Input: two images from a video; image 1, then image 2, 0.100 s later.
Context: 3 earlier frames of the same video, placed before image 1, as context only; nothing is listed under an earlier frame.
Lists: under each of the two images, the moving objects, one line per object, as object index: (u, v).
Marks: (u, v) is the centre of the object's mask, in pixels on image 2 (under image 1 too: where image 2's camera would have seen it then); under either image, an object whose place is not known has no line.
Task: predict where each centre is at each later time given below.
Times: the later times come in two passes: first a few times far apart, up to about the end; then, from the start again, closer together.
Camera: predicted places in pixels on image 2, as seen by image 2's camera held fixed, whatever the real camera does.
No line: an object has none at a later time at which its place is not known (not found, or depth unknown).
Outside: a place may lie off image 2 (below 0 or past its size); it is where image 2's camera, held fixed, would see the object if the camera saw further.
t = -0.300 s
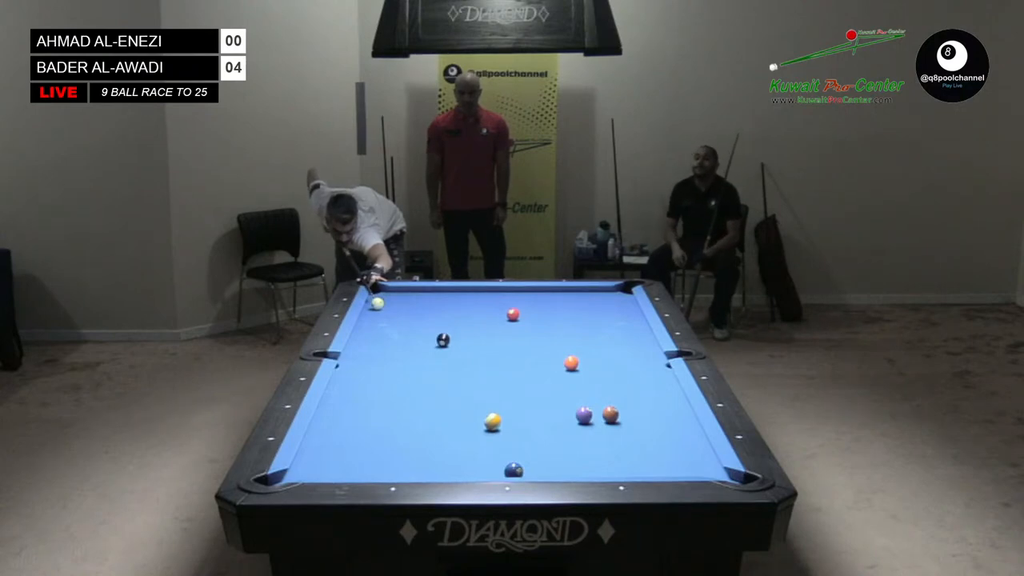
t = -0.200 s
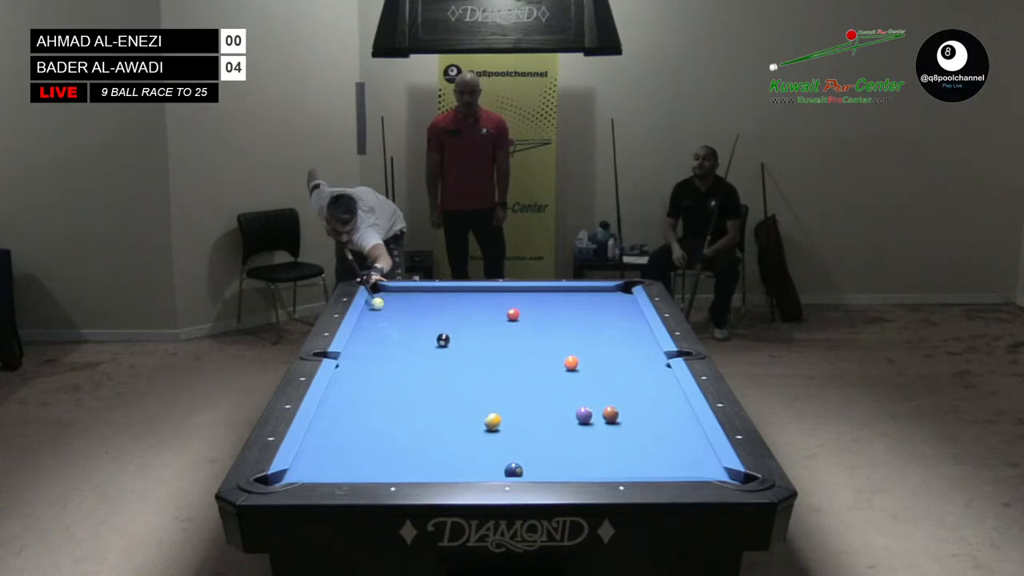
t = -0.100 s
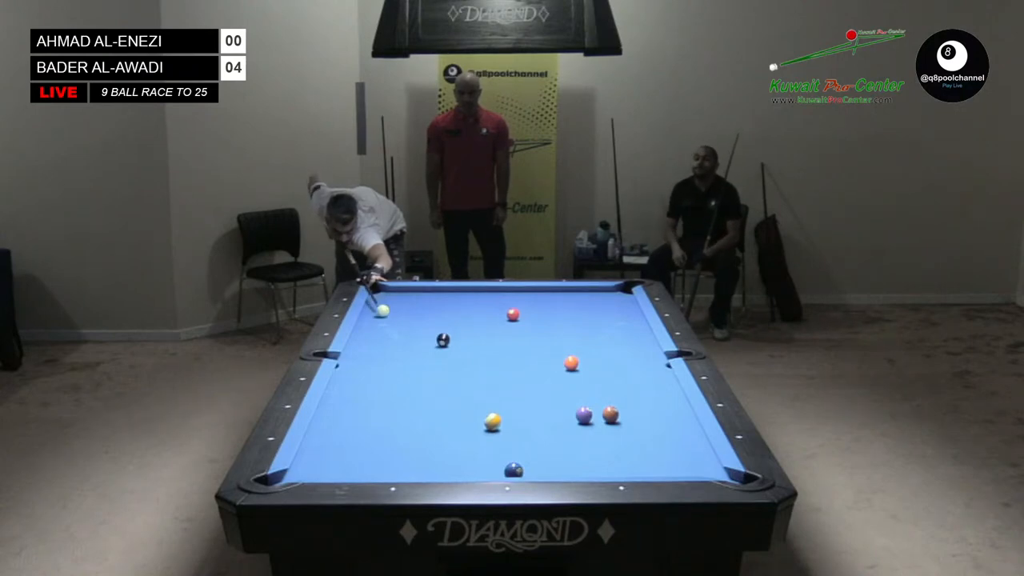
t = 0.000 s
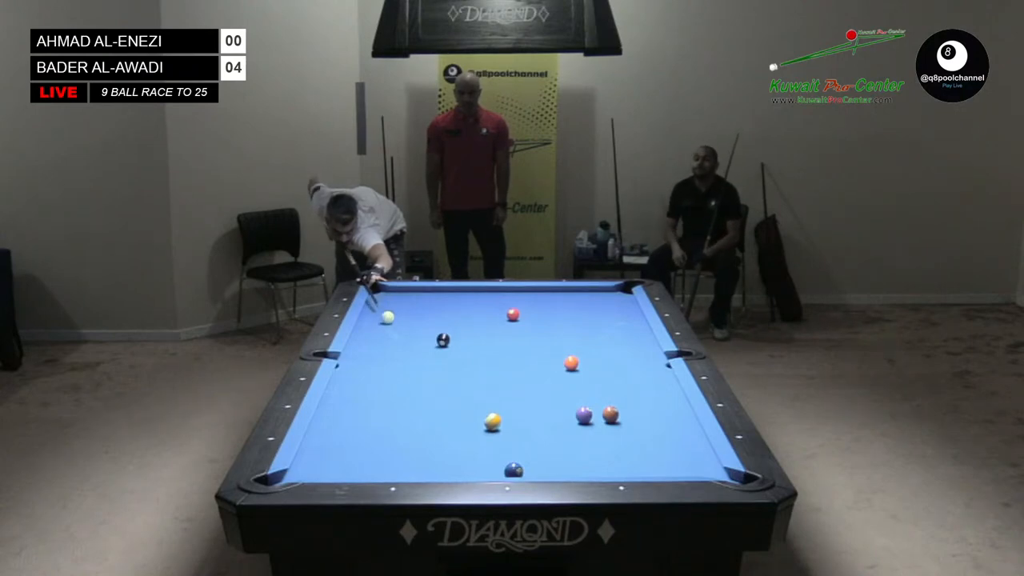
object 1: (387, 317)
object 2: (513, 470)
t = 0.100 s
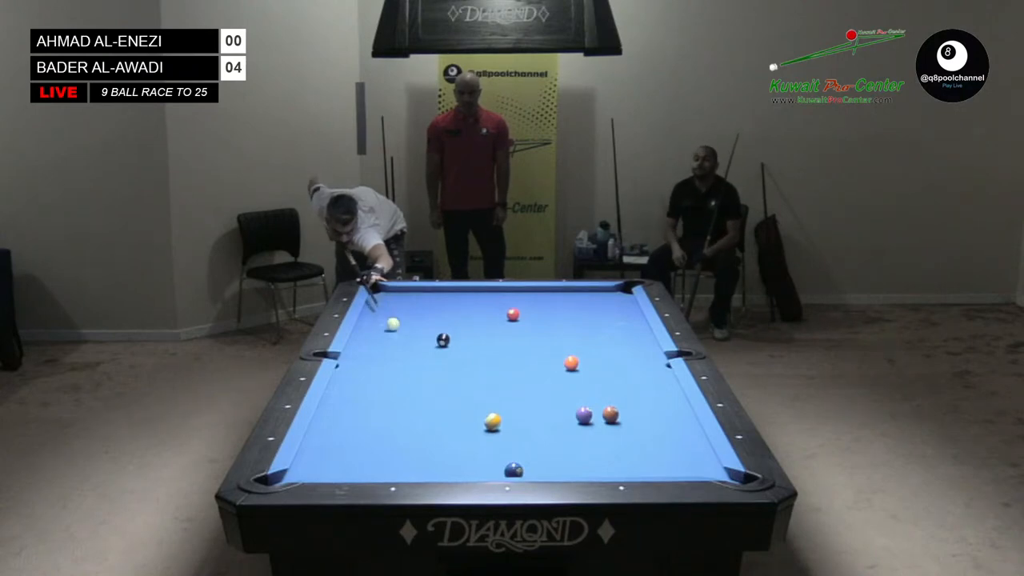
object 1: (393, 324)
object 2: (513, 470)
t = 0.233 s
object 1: (400, 334)
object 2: (513, 470)
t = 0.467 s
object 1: (411, 350)
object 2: (513, 470)
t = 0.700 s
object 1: (427, 372)
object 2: (513, 470)
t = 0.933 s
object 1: (442, 393)
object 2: (513, 470)
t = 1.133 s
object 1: (457, 413)
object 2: (513, 470)
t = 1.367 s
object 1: (477, 440)
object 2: (513, 470)
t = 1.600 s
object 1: (495, 468)
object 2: (518, 471)
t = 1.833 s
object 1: (474, 468)
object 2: (549, 470)
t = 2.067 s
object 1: (458, 459)
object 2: (569, 466)
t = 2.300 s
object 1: (441, 449)
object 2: (590, 460)
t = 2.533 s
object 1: (428, 440)
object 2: (607, 455)
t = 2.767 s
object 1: (414, 432)
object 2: (623, 450)
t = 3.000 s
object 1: (401, 424)
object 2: (639, 446)
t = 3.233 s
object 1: (391, 418)
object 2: (651, 442)
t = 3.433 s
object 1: (382, 413)
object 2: (661, 439)
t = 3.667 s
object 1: (372, 406)
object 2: (674, 435)
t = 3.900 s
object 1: (363, 400)
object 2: (684, 432)
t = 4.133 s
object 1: (356, 396)
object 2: (692, 430)
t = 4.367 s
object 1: (348, 391)
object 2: (689, 428)
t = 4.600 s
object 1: (342, 387)
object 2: (684, 427)
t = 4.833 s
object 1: (337, 384)
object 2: (681, 426)
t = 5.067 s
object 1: (339, 381)
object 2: (678, 426)
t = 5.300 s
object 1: (343, 379)
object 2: (677, 425)
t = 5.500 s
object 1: (346, 377)
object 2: (676, 425)
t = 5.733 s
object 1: (348, 376)
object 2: (676, 425)
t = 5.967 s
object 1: (349, 375)
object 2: (676, 426)
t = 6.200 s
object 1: (350, 374)
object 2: (676, 426)
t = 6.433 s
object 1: (351, 373)
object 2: (676, 426)
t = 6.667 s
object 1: (351, 373)
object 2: (676, 426)
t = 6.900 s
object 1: (351, 373)
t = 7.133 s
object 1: (352, 373)
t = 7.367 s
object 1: (351, 373)
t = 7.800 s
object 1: (351, 373)
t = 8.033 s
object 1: (352, 373)
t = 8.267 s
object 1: (352, 373)
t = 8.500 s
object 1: (352, 373)
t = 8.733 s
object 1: (352, 373)
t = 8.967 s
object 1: (352, 373)
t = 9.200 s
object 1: (352, 373)
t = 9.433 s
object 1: (352, 373)
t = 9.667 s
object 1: (352, 373)
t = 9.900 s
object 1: (352, 373)
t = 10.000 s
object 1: (352, 373)
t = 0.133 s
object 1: (394, 325)
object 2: (513, 470)
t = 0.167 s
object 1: (396, 328)
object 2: (513, 470)
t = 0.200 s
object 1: (398, 331)
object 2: (513, 470)
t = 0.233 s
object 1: (400, 334)
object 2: (513, 470)
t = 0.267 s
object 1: (402, 337)
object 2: (513, 470)
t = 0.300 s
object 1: (403, 339)
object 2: (513, 470)
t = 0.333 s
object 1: (404, 340)
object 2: (513, 470)
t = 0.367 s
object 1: (407, 343)
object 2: (513, 470)
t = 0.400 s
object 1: (409, 346)
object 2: (513, 470)
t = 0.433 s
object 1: (410, 348)
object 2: (513, 470)
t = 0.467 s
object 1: (411, 350)
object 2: (513, 470)
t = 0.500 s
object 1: (415, 354)
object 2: (513, 470)
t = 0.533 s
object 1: (416, 356)
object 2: (513, 470)
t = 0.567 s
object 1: (418, 360)
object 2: (513, 470)
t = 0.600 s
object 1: (421, 363)
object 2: (513, 470)
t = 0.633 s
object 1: (423, 366)
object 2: (513, 470)
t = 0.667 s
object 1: (426, 370)
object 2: (513, 470)
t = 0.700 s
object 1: (427, 372)
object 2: (513, 470)
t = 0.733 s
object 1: (428, 374)
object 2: (513, 470)
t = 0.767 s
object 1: (431, 377)
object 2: (513, 470)
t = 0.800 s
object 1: (434, 381)
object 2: (513, 470)
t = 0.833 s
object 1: (435, 383)
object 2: (513, 470)
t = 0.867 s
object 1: (438, 387)
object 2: (513, 470)
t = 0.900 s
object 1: (441, 390)
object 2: (513, 470)
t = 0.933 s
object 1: (442, 393)
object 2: (513, 470)
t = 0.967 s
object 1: (445, 397)
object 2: (513, 470)
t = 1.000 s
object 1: (448, 401)
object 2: (513, 470)
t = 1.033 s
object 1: (451, 405)
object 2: (513, 470)
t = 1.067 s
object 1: (454, 409)
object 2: (513, 470)
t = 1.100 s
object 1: (456, 411)
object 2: (513, 470)
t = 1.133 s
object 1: (457, 413)
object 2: (513, 470)
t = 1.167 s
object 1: (460, 418)
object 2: (513, 470)
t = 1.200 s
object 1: (463, 422)
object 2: (513, 470)
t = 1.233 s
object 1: (465, 424)
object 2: (513, 470)
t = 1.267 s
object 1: (469, 428)
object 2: (513, 470)
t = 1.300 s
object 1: (472, 433)
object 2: (513, 470)
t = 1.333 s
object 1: (474, 436)
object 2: (513, 470)
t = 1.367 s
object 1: (477, 440)
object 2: (513, 470)
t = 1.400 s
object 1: (481, 446)
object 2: (513, 470)
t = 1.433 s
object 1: (484, 451)
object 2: (513, 470)
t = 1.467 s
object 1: (488, 456)
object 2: (513, 470)
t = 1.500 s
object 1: (490, 458)
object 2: (513, 470)
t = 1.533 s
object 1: (492, 461)
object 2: (513, 470)
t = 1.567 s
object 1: (496, 466)
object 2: (514, 470)
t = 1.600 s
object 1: (495, 468)
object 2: (518, 471)
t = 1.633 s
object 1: (493, 469)
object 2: (522, 471)
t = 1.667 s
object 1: (489, 471)
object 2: (530, 472)
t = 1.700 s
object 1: (486, 473)
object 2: (535, 472)
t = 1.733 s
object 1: (484, 472)
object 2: (538, 471)
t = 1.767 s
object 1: (480, 471)
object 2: (541, 471)
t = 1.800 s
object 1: (477, 470)
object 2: (545, 470)
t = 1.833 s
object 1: (474, 468)
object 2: (549, 470)
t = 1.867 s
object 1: (471, 467)
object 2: (553, 469)
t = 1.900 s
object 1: (469, 467)
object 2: (555, 469)
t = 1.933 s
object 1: (468, 466)
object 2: (557, 469)
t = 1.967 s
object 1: (465, 464)
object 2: (560, 468)
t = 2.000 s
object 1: (462, 462)
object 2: (564, 467)
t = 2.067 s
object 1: (458, 459)
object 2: (569, 466)
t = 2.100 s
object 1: (455, 457)
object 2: (573, 466)
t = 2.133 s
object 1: (454, 456)
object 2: (575, 465)
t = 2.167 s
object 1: (451, 455)
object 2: (578, 464)
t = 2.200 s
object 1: (448, 453)
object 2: (581, 462)
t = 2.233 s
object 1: (446, 451)
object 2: (585, 462)
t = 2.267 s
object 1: (443, 450)
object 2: (588, 461)
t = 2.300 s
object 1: (441, 449)
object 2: (590, 460)
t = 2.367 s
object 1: (438, 446)
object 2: (594, 459)
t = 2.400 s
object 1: (435, 445)
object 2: (598, 458)
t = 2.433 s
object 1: (434, 444)
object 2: (599, 457)
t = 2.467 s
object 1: (431, 442)
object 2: (602, 456)
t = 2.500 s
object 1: (429, 441)
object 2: (605, 456)
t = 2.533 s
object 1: (428, 440)
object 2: (607, 455)
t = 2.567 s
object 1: (426, 439)
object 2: (609, 454)
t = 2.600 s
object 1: (423, 437)
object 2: (612, 453)
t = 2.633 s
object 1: (421, 436)
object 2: (615, 453)
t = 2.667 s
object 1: (418, 435)
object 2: (618, 452)
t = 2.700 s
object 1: (417, 434)
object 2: (619, 452)
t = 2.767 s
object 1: (414, 432)
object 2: (623, 450)
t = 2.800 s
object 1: (412, 430)
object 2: (626, 450)
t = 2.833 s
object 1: (411, 430)
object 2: (628, 449)
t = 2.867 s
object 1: (409, 428)
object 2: (630, 449)
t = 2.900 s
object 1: (406, 427)
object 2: (633, 448)
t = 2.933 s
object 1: (406, 426)
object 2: (634, 447)
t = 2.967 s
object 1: (404, 425)
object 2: (636, 446)
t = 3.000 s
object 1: (401, 424)
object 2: (639, 446)
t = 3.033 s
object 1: (400, 423)
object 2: (640, 445)
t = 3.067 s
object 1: (397, 421)
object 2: (644, 444)
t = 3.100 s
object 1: (396, 421)
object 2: (645, 444)
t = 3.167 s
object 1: (393, 419)
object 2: (648, 443)
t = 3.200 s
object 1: (392, 419)
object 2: (649, 443)
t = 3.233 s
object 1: (391, 418)
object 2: (651, 442)
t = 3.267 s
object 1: (390, 418)
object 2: (652, 442)
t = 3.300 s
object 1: (389, 416)
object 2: (654, 441)
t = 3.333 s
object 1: (387, 415)
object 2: (656, 441)
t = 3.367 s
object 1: (386, 415)
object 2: (657, 440)
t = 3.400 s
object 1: (384, 413)
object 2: (659, 440)
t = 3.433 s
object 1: (382, 413)
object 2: (661, 439)
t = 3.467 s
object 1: (382, 412)
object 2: (662, 439)
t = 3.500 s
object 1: (380, 411)
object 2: (664, 438)
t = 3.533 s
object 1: (378, 410)
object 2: (666, 438)
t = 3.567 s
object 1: (377, 409)
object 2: (668, 437)
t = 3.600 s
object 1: (375, 408)
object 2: (670, 437)
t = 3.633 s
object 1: (374, 407)
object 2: (671, 436)
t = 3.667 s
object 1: (372, 406)
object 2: (674, 435)
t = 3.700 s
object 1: (370, 405)
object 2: (676, 435)
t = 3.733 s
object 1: (369, 405)
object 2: (677, 434)
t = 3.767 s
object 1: (368, 403)
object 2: (678, 434)
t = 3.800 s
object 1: (367, 403)
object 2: (680, 433)
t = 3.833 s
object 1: (366, 402)
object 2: (681, 433)
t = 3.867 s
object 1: (363, 401)
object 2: (683, 433)
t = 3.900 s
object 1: (363, 400)
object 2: (684, 432)
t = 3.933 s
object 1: (362, 400)
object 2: (685, 432)
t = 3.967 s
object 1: (361, 399)
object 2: (687, 432)
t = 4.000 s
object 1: (359, 398)
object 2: (688, 431)
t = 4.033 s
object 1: (359, 398)
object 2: (689, 431)
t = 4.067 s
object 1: (358, 397)
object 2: (690, 430)
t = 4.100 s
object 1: (356, 396)
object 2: (691, 430)
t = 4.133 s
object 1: (356, 396)
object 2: (692, 430)
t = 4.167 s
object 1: (354, 395)
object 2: (694, 429)
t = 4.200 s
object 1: (353, 394)
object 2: (693, 429)
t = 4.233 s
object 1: (352, 394)
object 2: (692, 429)
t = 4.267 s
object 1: (351, 393)
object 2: (691, 429)
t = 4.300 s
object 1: (350, 392)
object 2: (691, 429)
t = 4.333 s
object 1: (350, 392)
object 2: (690, 428)
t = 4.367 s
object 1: (348, 391)
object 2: (689, 428)
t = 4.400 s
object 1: (347, 391)
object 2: (688, 428)
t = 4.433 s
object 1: (347, 390)
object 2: (688, 428)
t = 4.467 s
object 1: (346, 390)
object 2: (687, 428)
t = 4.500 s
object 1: (345, 389)
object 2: (686, 427)
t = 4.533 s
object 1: (344, 389)
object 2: (686, 427)
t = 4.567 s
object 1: (343, 388)
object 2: (685, 427)
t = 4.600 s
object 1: (342, 387)
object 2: (684, 427)
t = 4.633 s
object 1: (341, 387)
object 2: (684, 427)
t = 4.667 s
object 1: (340, 386)
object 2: (683, 427)
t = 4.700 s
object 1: (340, 385)
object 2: (683, 427)
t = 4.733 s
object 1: (339, 385)
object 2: (682, 427)
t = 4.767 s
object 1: (338, 385)
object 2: (682, 427)
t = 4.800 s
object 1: (337, 384)
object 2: (681, 426)
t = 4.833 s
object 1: (337, 384)
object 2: (681, 426)
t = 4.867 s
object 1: (336, 383)
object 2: (681, 426)
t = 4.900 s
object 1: (336, 383)
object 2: (680, 426)
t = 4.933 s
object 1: (336, 382)
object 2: (680, 426)
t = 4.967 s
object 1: (337, 382)
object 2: (679, 426)
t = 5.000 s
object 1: (338, 382)
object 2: (679, 426)
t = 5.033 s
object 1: (338, 381)
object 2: (678, 426)
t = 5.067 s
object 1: (339, 381)
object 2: (678, 426)
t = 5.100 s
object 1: (340, 381)
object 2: (678, 426)
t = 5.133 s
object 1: (340, 380)
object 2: (678, 426)
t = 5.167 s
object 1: (341, 380)
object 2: (677, 426)
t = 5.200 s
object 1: (341, 380)
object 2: (677, 426)
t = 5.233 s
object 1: (342, 379)
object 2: (677, 426)
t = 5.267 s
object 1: (342, 379)
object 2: (677, 426)
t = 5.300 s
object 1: (343, 379)
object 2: (677, 425)
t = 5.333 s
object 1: (343, 379)
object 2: (676, 426)
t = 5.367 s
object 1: (344, 378)
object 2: (676, 426)
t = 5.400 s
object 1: (344, 378)
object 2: (676, 425)
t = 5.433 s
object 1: (344, 378)
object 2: (676, 425)
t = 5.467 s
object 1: (345, 378)
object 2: (676, 425)
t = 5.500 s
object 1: (346, 377)
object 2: (676, 425)
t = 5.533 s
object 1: (346, 377)
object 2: (676, 425)
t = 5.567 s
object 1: (346, 377)
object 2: (676, 425)
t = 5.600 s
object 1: (347, 377)
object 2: (676, 425)
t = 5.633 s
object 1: (347, 376)
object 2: (676, 425)
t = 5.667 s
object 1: (347, 376)
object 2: (676, 425)
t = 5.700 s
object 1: (347, 376)
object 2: (676, 426)
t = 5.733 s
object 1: (348, 376)
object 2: (676, 425)
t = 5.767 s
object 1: (348, 376)
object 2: (676, 426)
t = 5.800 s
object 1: (348, 375)
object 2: (676, 425)
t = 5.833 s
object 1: (348, 375)
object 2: (676, 425)
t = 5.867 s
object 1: (349, 375)
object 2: (676, 426)
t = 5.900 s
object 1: (349, 375)
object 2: (676, 426)
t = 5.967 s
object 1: (349, 375)
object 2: (676, 426)
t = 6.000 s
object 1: (350, 374)
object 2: (676, 426)
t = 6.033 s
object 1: (350, 374)
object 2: (676, 426)
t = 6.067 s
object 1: (350, 374)
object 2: (676, 426)
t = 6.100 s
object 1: (350, 374)
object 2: (676, 426)
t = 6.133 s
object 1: (350, 374)
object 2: (676, 426)
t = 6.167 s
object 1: (350, 374)
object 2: (676, 426)
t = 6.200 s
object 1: (350, 374)
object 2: (676, 426)
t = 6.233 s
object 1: (351, 374)
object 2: (676, 426)
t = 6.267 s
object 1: (351, 374)
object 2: (676, 426)
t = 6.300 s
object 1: (351, 373)
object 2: (676, 425)
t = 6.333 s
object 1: (351, 373)
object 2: (676, 426)
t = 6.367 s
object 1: (351, 373)
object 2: (676, 426)
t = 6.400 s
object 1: (351, 373)
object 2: (676, 426)
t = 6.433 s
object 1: (351, 373)
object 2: (676, 426)
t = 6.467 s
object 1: (351, 373)
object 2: (676, 426)
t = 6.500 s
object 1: (351, 373)
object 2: (676, 426)
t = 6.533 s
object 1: (351, 373)
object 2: (676, 426)
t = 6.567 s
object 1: (351, 373)
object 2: (676, 426)
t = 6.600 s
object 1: (351, 373)
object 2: (676, 426)
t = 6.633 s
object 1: (351, 373)
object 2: (676, 426)
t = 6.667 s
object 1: (351, 373)
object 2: (676, 426)
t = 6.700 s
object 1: (351, 373)
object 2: (676, 426)
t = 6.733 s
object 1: (351, 373)
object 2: (676, 426)
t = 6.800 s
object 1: (351, 373)
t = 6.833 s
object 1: (351, 373)
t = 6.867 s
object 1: (351, 373)
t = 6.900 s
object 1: (351, 373)
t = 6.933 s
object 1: (351, 373)
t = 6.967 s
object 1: (351, 373)
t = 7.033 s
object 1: (351, 373)
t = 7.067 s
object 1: (352, 373)
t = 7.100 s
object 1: (351, 373)
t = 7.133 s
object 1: (352, 373)
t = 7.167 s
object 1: (352, 373)
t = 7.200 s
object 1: (352, 373)
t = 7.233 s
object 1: (352, 373)
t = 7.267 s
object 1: (352, 373)
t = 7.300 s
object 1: (352, 373)
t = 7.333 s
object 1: (352, 373)
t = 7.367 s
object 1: (351, 373)
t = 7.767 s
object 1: (355, 371)
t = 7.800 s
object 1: (351, 373)
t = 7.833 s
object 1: (352, 373)
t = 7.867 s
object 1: (352, 373)
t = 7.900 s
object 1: (352, 373)
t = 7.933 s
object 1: (352, 373)
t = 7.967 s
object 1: (352, 373)
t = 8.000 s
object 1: (352, 373)
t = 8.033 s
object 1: (352, 373)
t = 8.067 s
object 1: (352, 373)
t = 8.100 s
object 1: (352, 373)
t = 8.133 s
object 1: (352, 373)
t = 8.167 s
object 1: (352, 373)
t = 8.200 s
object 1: (352, 373)
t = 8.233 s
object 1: (352, 373)
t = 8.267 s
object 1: (352, 373)
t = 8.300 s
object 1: (352, 373)
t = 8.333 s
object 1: (352, 373)
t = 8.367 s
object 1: (352, 373)
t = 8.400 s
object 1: (352, 373)
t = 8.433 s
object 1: (352, 373)
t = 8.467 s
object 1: (352, 373)
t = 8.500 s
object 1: (352, 373)
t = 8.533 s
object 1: (352, 373)
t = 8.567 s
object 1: (352, 373)
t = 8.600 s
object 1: (352, 373)
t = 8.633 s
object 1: (352, 373)
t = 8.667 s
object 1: (352, 373)
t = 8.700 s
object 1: (352, 373)
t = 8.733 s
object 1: (352, 373)
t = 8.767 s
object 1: (352, 373)
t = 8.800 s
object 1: (352, 373)
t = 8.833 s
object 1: (352, 373)
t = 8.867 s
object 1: (352, 373)
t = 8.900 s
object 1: (352, 373)
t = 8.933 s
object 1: (352, 373)
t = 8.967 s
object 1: (352, 373)
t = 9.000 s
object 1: (352, 373)
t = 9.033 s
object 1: (352, 373)
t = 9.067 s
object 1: (352, 373)
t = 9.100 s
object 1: (352, 373)
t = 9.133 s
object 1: (352, 373)
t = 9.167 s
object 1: (352, 373)
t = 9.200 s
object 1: (352, 373)
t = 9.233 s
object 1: (352, 373)
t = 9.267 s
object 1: (352, 373)
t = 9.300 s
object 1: (352, 373)
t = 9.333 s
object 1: (352, 373)
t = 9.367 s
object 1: (352, 373)
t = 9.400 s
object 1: (352, 373)
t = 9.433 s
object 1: (352, 373)
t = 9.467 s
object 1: (352, 373)
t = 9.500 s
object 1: (352, 373)
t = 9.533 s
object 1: (352, 373)
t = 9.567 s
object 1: (352, 373)
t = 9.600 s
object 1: (352, 373)
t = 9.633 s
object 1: (352, 373)
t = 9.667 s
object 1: (352, 373)
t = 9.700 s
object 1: (352, 373)
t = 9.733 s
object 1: (352, 373)
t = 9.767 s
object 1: (352, 373)
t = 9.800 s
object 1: (352, 373)
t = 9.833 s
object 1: (352, 373)
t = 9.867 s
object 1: (352, 373)
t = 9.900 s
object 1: (352, 373)
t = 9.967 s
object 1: (352, 373)
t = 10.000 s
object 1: (352, 373)
